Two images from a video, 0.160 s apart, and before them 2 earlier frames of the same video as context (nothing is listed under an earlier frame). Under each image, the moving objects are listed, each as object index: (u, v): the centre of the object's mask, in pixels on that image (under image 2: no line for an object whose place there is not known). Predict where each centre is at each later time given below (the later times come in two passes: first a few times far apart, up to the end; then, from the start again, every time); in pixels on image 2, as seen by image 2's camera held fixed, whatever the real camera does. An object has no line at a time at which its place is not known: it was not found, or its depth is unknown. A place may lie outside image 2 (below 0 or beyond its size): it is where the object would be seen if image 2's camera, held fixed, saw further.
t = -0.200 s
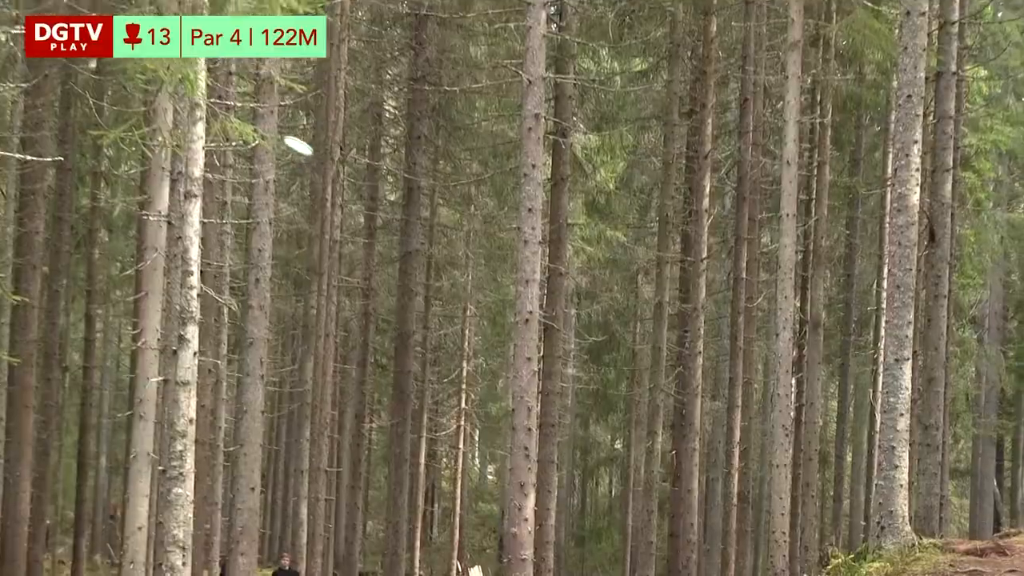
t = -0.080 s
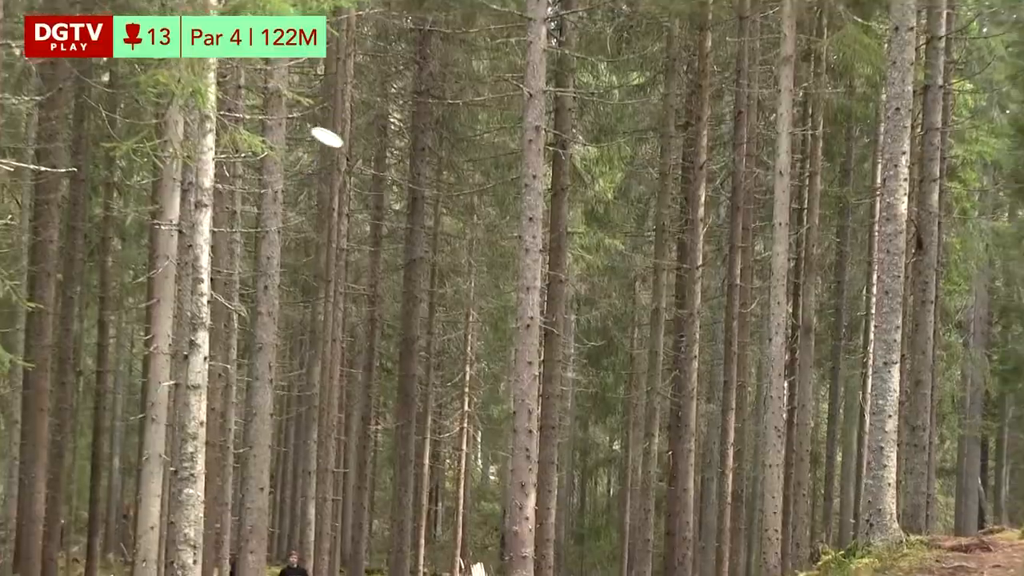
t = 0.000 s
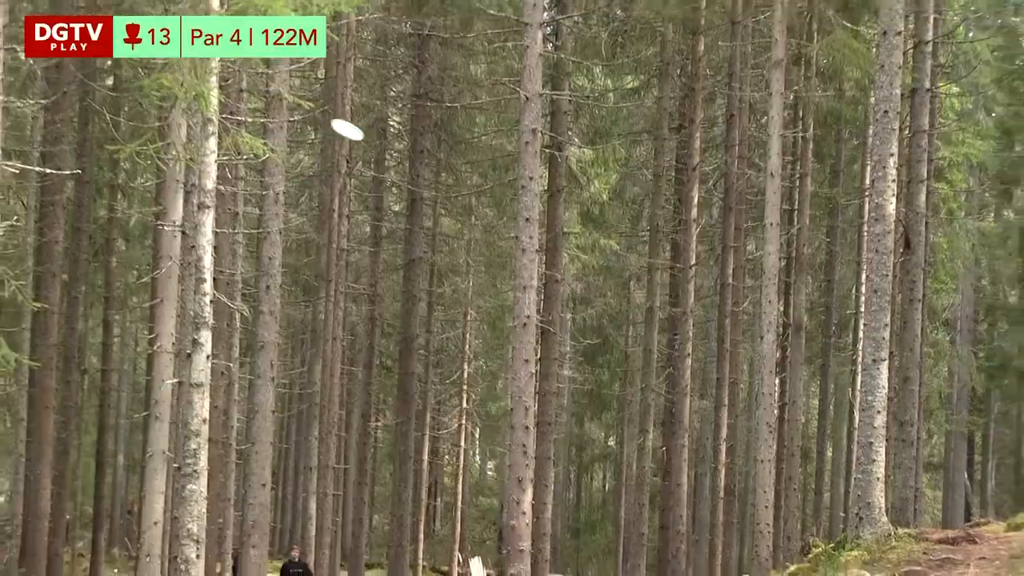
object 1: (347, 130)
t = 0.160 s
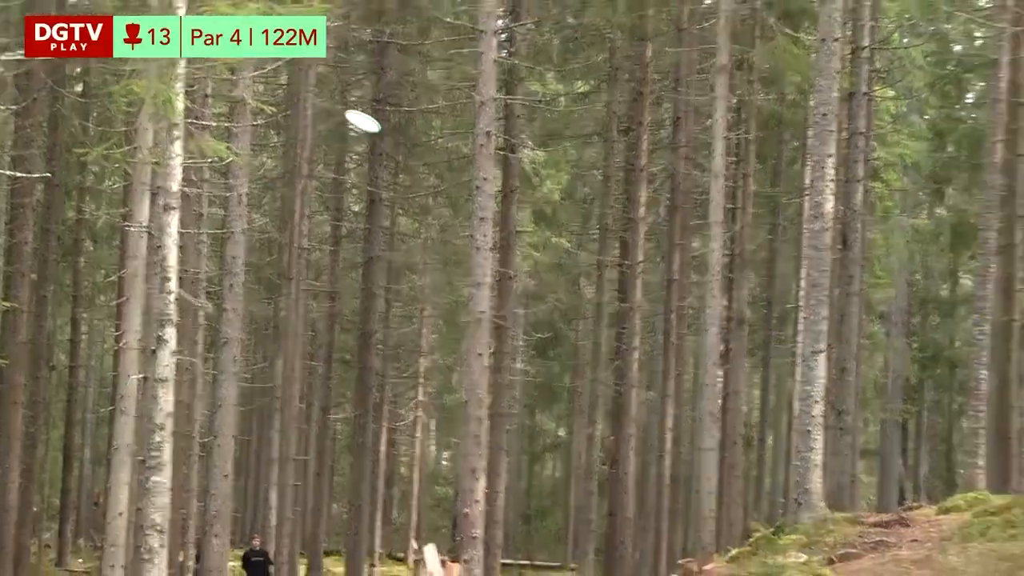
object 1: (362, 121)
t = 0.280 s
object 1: (422, 126)
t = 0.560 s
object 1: (638, 160)
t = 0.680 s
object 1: (784, 193)
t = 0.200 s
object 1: (380, 121)
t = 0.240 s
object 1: (400, 124)
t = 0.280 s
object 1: (422, 126)
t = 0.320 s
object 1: (444, 129)
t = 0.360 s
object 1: (470, 131)
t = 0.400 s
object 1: (497, 134)
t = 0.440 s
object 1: (528, 139)
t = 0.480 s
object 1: (562, 145)
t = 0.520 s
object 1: (598, 152)
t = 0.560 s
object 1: (638, 160)
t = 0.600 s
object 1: (681, 169)
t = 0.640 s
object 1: (729, 180)
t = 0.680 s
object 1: (784, 193)
